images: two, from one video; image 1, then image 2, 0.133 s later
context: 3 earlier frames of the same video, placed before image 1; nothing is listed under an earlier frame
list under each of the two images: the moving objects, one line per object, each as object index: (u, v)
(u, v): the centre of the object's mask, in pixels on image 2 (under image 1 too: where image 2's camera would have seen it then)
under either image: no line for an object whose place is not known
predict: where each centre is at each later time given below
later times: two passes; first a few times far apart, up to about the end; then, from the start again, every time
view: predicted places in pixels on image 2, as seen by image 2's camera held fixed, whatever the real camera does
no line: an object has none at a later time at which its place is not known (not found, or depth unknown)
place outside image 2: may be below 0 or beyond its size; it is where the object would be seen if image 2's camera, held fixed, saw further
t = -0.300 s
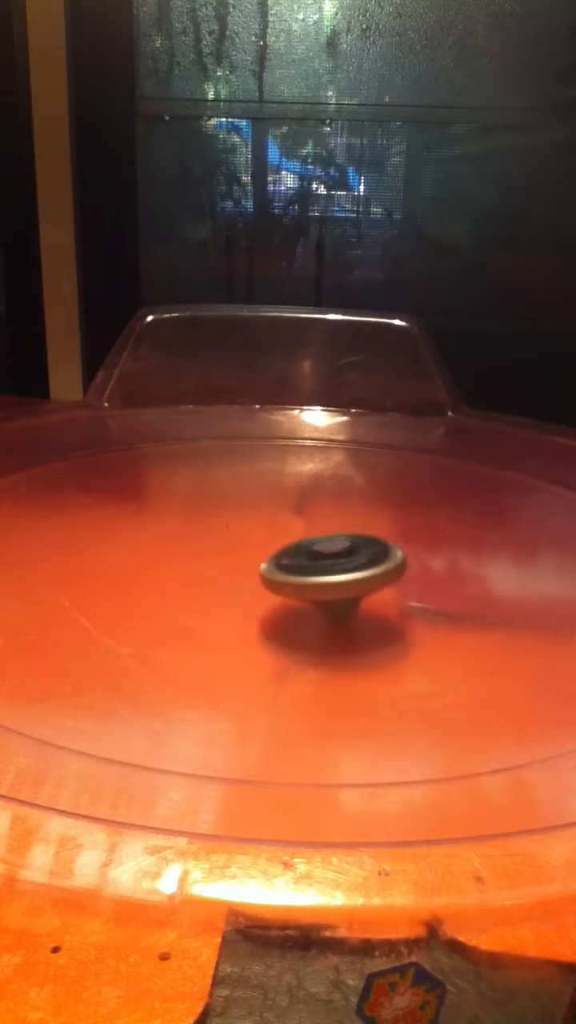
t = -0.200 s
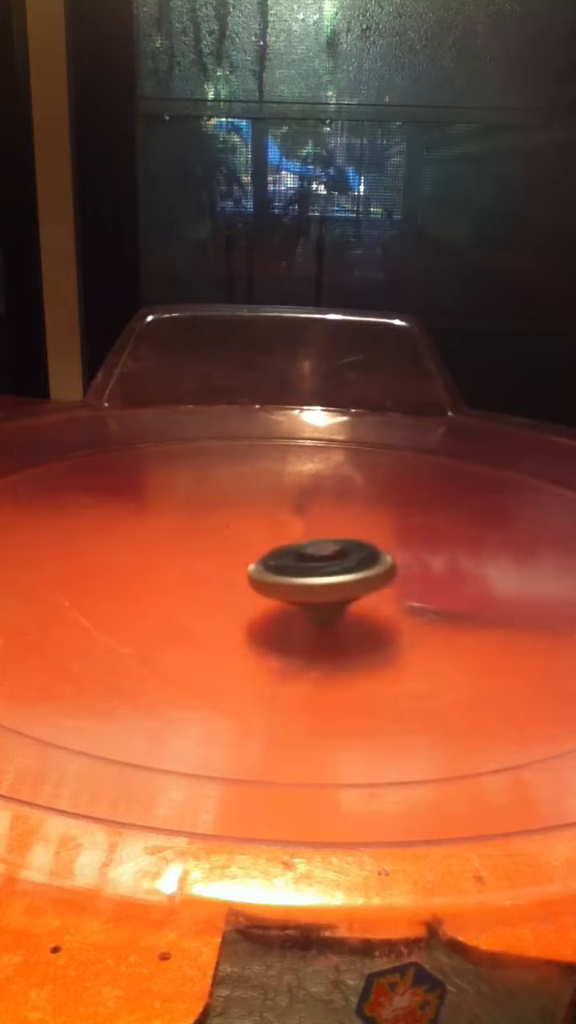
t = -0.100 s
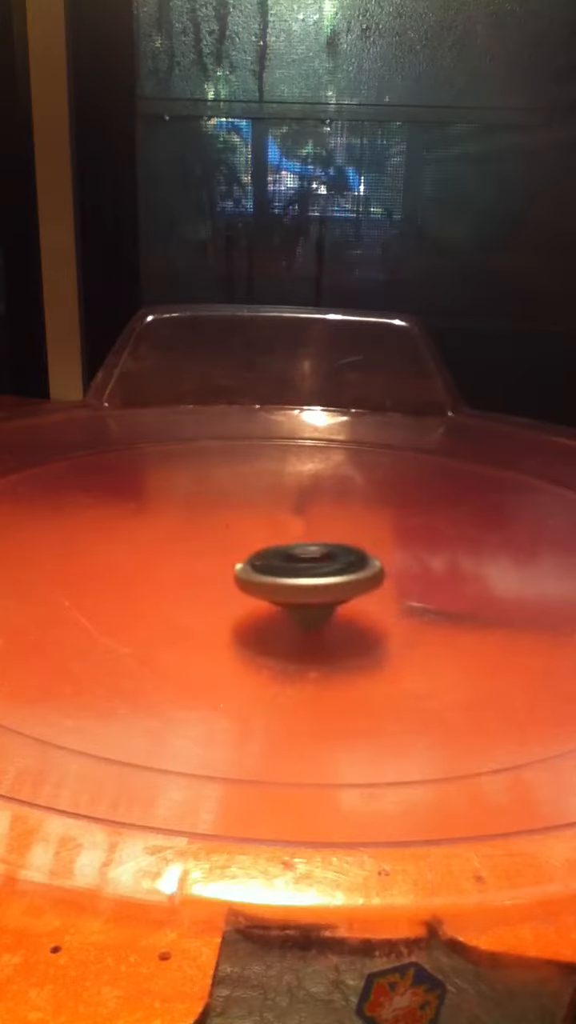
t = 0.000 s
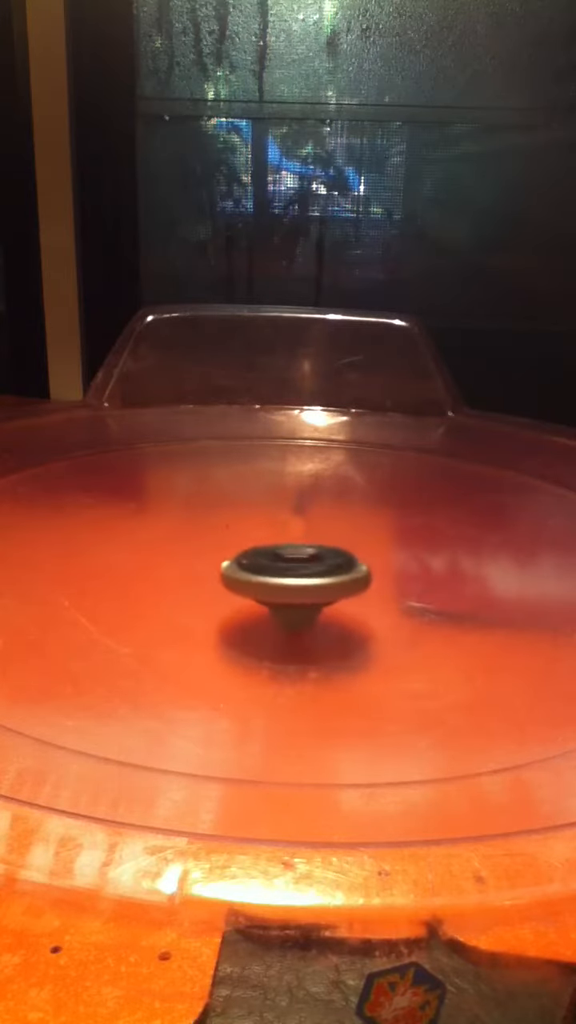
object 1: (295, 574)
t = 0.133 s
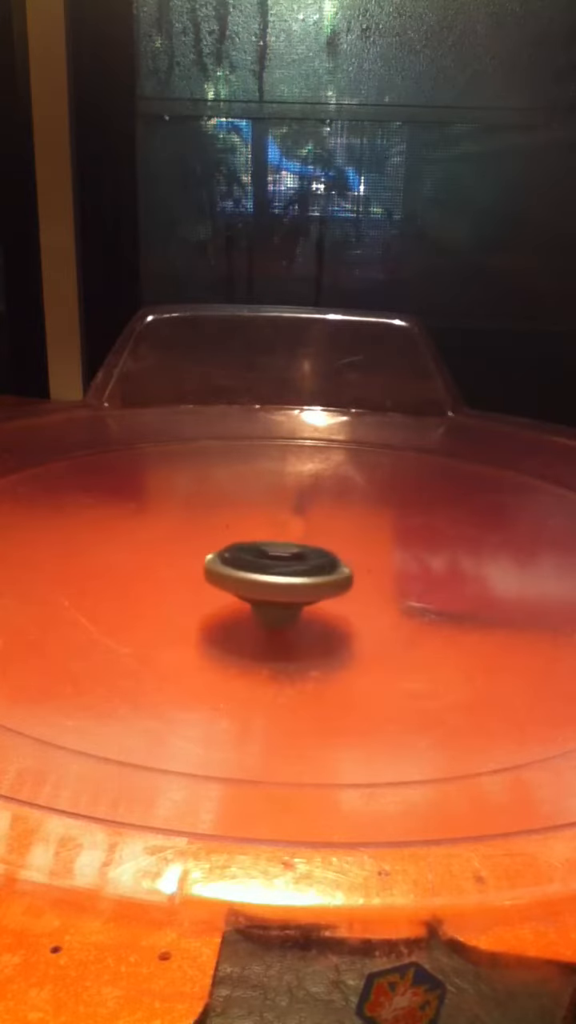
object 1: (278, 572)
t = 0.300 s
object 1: (257, 566)
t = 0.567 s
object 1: (243, 551)
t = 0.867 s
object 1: (259, 538)
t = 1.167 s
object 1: (291, 532)
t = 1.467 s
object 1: (329, 536)
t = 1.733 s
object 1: (349, 547)
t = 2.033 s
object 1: (345, 561)
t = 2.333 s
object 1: (311, 573)
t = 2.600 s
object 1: (272, 572)
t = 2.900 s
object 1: (247, 559)
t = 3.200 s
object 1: (256, 544)
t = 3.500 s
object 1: (289, 535)
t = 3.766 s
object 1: (324, 536)
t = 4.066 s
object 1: (353, 544)
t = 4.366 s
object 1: (348, 557)
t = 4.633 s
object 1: (321, 567)
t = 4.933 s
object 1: (275, 567)
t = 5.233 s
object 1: (248, 555)
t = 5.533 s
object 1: (261, 542)
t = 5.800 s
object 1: (287, 533)
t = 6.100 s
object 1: (327, 536)
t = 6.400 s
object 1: (347, 548)
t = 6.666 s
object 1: (340, 560)
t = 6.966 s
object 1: (302, 574)
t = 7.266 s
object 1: (260, 569)
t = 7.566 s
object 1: (244, 551)
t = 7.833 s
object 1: (265, 538)
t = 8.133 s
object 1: (312, 535)
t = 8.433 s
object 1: (346, 542)
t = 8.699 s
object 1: (354, 555)
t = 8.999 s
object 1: (322, 569)
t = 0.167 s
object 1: (273, 571)
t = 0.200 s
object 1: (269, 570)
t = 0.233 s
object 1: (264, 569)
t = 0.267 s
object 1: (260, 567)
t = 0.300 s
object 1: (257, 566)
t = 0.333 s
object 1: (254, 564)
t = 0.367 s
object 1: (251, 562)
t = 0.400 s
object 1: (249, 561)
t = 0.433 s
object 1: (248, 559)
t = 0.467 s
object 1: (246, 557)
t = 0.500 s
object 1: (244, 556)
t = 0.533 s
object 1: (244, 553)
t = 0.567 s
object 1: (243, 551)
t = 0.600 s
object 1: (244, 550)
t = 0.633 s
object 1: (244, 548)
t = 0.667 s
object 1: (245, 546)
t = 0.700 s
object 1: (247, 545)
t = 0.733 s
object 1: (249, 543)
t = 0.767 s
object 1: (250, 542)
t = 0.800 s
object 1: (253, 540)
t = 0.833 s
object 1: (256, 539)
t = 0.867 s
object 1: (259, 538)
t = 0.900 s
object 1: (262, 537)
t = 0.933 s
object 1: (265, 535)
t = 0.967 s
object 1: (269, 534)
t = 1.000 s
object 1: (272, 534)
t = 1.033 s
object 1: (276, 533)
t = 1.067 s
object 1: (280, 532)
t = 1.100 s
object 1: (283, 532)
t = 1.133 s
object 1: (287, 532)
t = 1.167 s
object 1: (291, 532)
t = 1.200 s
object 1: (296, 532)
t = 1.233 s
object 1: (301, 532)
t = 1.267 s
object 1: (305, 532)
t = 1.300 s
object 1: (309, 533)
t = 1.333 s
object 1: (314, 533)
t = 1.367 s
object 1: (317, 533)
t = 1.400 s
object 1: (322, 534)
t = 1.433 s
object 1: (325, 535)
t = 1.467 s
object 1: (329, 536)
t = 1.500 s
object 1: (332, 537)
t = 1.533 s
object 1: (335, 538)
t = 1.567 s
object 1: (339, 539)
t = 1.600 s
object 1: (342, 541)
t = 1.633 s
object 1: (344, 543)
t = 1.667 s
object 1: (346, 544)
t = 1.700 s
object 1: (348, 546)
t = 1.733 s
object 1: (349, 547)
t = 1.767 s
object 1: (350, 549)
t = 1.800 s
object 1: (351, 550)
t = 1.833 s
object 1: (351, 552)
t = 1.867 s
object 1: (351, 554)
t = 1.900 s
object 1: (351, 555)
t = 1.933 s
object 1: (350, 557)
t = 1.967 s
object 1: (349, 558)
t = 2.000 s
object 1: (347, 560)
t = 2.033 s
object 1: (345, 561)
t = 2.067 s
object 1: (343, 563)
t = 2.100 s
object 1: (340, 564)
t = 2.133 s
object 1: (337, 565)
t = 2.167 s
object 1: (334, 567)
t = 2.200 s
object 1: (330, 568)
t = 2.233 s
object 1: (325, 569)
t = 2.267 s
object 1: (321, 570)
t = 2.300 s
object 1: (317, 571)
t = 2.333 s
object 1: (311, 573)
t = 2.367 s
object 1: (306, 573)
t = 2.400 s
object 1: (301, 574)
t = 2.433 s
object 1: (296, 574)
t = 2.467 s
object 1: (292, 574)
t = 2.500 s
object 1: (287, 573)
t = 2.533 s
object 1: (282, 573)
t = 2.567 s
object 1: (277, 573)
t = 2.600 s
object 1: (272, 572)
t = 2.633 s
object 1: (268, 571)
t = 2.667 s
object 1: (264, 570)
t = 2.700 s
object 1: (261, 569)
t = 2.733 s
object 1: (258, 567)
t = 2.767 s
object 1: (255, 566)
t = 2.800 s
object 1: (252, 564)
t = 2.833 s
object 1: (250, 563)
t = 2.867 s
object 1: (249, 561)
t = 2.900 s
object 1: (247, 559)
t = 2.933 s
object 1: (246, 557)
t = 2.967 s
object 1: (246, 555)
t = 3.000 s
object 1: (246, 554)
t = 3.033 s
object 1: (248, 552)
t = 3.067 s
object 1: (249, 550)
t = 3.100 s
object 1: (250, 549)
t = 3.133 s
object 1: (252, 546)
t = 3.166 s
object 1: (254, 545)
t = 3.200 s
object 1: (256, 544)
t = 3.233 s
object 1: (259, 542)
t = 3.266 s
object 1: (261, 541)
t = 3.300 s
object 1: (265, 540)
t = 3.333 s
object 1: (269, 539)
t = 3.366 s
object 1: (272, 538)
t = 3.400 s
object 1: (276, 537)
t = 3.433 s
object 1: (280, 536)
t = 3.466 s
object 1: (284, 536)
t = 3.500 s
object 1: (289, 535)
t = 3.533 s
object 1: (293, 535)
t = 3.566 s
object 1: (297, 535)
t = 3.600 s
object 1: (302, 534)
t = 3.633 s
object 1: (306, 535)
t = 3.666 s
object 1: (311, 535)
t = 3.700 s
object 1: (315, 535)
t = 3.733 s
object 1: (320, 535)
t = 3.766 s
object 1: (324, 536)
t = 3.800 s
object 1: (328, 536)
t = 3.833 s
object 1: (332, 537)
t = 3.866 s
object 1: (336, 537)
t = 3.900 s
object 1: (339, 538)
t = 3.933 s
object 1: (343, 539)
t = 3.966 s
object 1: (346, 540)
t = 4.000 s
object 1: (348, 541)
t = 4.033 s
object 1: (351, 543)
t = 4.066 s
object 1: (353, 544)
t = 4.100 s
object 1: (354, 545)
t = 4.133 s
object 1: (354, 547)
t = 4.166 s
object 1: (354, 548)
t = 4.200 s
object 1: (354, 550)
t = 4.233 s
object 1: (353, 551)
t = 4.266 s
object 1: (352, 553)
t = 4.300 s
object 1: (351, 554)
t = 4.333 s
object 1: (350, 556)
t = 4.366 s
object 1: (348, 557)
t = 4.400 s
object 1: (346, 559)
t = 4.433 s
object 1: (343, 560)
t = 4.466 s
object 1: (340, 562)
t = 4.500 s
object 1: (336, 564)
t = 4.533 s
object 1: (333, 565)
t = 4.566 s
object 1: (330, 566)
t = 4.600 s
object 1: (326, 567)
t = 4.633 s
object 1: (321, 567)
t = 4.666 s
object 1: (316, 568)
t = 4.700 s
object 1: (311, 569)
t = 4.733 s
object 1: (306, 569)
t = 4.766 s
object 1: (300, 569)
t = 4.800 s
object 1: (294, 569)
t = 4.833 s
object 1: (288, 569)
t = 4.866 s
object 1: (283, 569)
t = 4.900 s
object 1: (278, 568)
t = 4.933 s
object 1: (275, 567)
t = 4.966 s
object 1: (270, 566)
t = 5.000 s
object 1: (266, 564)
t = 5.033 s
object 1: (263, 563)
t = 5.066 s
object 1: (260, 562)
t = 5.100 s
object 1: (257, 560)
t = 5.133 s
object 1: (254, 559)
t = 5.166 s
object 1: (252, 557)
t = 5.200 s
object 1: (250, 556)
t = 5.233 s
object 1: (248, 555)
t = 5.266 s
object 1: (247, 553)
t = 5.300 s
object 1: (247, 552)
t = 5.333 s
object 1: (246, 550)
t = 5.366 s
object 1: (246, 548)
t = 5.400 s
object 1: (247, 546)
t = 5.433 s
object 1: (251, 545)
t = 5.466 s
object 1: (255, 544)
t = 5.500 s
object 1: (258, 543)
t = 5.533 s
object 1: (261, 542)
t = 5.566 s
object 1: (264, 541)
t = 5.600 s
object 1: (267, 539)
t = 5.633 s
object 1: (269, 538)
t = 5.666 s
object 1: (272, 536)
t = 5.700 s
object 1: (275, 535)
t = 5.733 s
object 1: (278, 535)
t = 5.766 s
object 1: (282, 534)
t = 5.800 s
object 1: (287, 533)
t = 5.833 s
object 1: (291, 533)
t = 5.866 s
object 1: (296, 533)
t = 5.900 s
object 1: (301, 533)
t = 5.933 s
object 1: (306, 533)
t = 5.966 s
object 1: (310, 534)
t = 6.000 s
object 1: (315, 534)
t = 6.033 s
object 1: (319, 535)
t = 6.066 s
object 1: (323, 535)
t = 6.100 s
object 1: (327, 536)
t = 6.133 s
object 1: (330, 538)
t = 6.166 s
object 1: (333, 538)
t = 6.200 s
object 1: (337, 540)
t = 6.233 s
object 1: (340, 541)
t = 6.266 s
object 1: (342, 542)
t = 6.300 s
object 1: (344, 544)
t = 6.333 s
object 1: (346, 545)
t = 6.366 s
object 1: (347, 547)
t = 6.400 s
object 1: (347, 548)
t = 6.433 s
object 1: (348, 550)
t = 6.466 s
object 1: (348, 551)
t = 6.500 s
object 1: (348, 553)
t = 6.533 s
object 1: (348, 554)
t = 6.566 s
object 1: (346, 556)
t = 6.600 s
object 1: (345, 558)
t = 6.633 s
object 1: (343, 559)
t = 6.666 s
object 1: (340, 560)
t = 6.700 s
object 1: (337, 562)
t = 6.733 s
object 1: (333, 563)
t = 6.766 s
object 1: (329, 564)
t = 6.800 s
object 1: (325, 566)
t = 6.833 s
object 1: (321, 567)
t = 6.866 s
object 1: (317, 568)
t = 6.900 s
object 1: (312, 569)
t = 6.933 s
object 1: (307, 574)
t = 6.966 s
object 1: (302, 574)
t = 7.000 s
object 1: (297, 575)
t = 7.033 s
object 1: (292, 575)
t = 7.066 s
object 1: (287, 575)
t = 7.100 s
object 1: (281, 574)
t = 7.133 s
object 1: (276, 574)
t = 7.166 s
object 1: (272, 573)
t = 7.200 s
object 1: (267, 572)
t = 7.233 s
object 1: (264, 570)
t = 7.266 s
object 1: (260, 569)
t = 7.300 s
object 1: (256, 567)
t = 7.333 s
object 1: (253, 565)
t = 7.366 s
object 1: (250, 564)
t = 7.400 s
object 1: (248, 561)
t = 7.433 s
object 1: (246, 559)
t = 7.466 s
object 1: (245, 558)
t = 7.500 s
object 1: (244, 555)
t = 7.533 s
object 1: (244, 553)
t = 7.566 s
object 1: (244, 551)
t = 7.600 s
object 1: (245, 548)
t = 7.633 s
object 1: (248, 545)
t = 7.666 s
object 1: (250, 543)
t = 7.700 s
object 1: (253, 542)
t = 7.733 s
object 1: (256, 541)
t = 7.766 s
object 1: (259, 540)
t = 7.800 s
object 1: (262, 539)
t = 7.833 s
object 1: (265, 538)
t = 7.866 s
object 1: (269, 537)
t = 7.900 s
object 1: (273, 536)
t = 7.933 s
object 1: (277, 535)
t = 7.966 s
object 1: (283, 534)
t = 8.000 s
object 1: (289, 534)
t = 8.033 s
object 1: (295, 534)
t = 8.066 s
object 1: (301, 534)
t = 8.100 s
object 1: (307, 534)
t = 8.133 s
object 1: (312, 535)
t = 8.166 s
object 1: (316, 535)
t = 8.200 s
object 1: (321, 536)
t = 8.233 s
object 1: (325, 536)
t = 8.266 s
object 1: (329, 537)
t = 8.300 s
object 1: (332, 538)
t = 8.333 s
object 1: (336, 539)
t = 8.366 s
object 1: (340, 540)
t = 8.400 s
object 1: (343, 541)
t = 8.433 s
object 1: (346, 542)
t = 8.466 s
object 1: (349, 543)
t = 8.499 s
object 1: (352, 545)
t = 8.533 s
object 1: (354, 546)
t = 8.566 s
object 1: (355, 548)
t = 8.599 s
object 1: (356, 549)
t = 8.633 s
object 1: (356, 551)
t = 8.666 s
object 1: (355, 553)
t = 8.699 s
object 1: (354, 555)
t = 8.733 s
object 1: (353, 558)
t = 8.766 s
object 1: (351, 560)
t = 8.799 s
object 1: (348, 561)
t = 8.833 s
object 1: (345, 563)
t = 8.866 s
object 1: (341, 564)
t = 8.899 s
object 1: (337, 566)
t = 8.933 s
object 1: (332, 567)
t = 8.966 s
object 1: (327, 568)
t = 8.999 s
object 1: (322, 569)
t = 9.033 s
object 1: (317, 570)
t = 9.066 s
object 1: (311, 570)
